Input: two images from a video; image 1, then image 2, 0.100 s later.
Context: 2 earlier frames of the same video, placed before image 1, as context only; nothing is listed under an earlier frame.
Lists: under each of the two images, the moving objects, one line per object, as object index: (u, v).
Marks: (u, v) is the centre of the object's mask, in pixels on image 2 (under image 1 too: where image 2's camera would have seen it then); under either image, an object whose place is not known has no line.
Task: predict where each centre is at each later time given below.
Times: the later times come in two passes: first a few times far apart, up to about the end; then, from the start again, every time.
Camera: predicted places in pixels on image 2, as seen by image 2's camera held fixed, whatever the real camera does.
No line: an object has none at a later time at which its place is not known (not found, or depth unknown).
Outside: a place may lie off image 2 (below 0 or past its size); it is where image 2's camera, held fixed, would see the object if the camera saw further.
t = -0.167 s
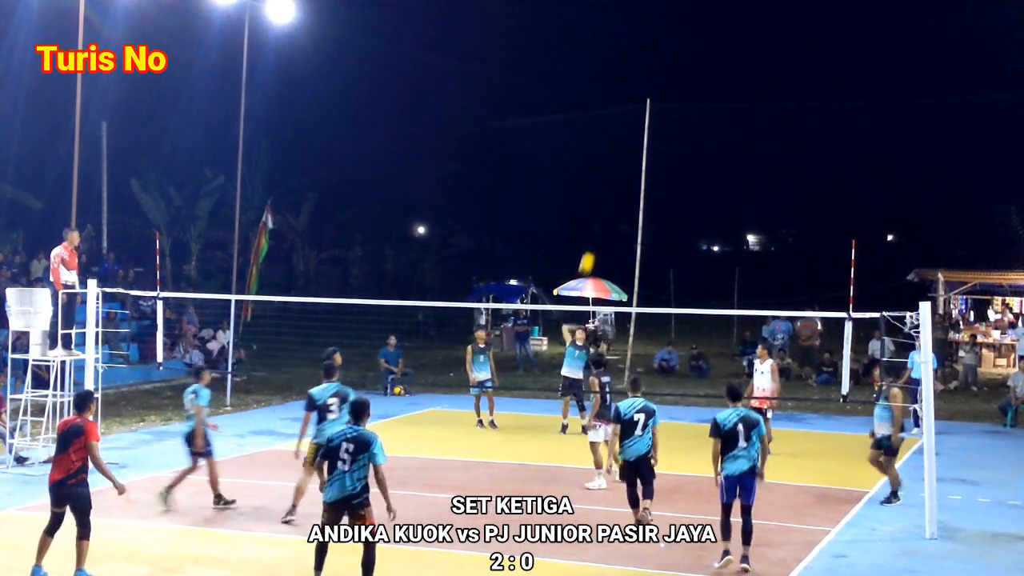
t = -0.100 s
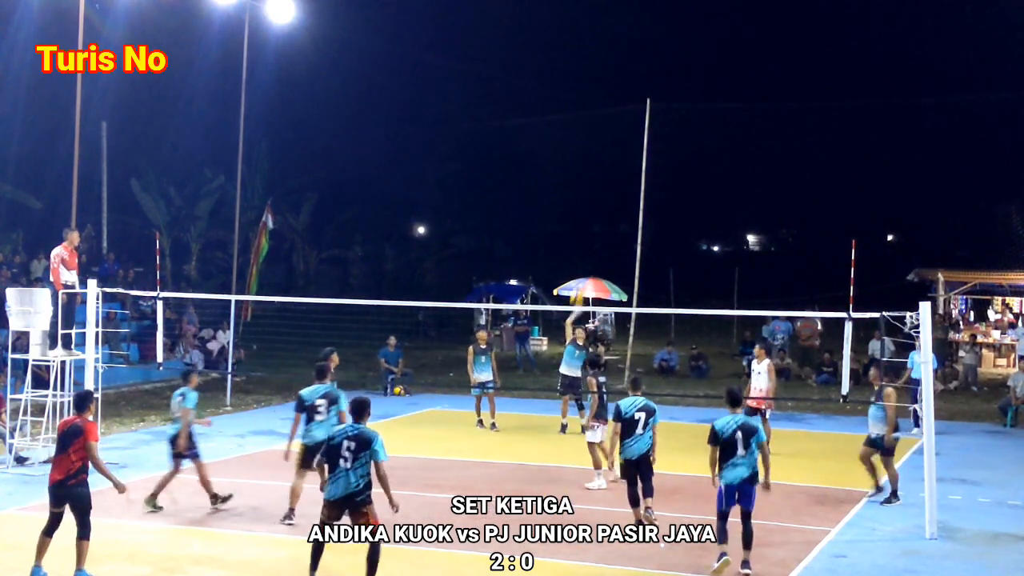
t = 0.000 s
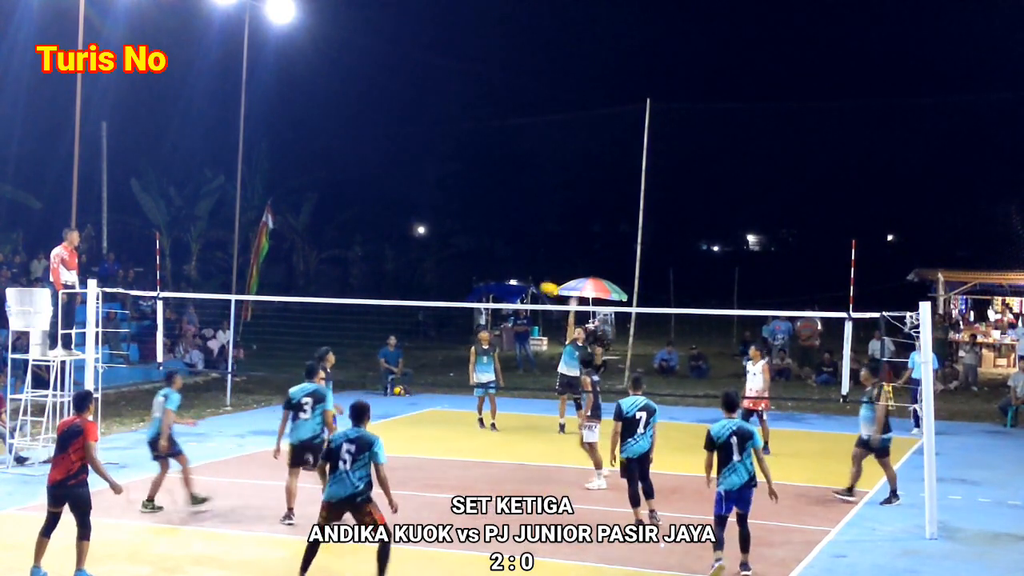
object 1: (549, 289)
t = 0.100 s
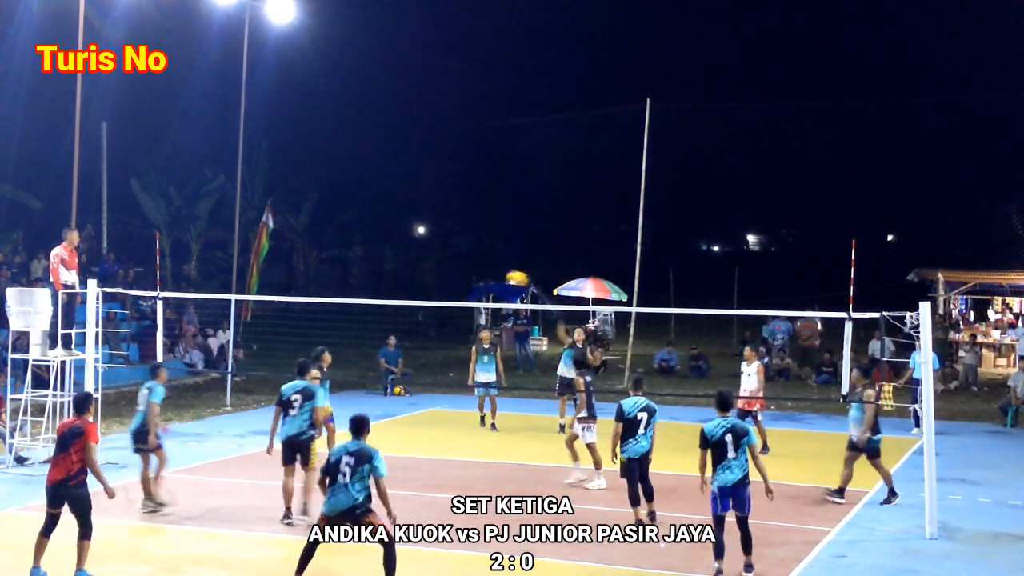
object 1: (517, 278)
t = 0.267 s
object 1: (456, 276)
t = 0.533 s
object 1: (341, 318)
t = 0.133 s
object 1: (506, 276)
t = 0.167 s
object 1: (493, 274)
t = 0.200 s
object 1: (481, 274)
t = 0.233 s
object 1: (469, 274)
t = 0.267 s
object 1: (456, 276)
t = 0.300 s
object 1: (442, 278)
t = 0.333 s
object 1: (429, 281)
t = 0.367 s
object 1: (415, 285)
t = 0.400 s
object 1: (401, 290)
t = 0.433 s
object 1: (387, 293)
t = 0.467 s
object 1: (370, 304)
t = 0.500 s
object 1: (354, 312)
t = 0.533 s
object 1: (341, 318)
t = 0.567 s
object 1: (335, 321)
